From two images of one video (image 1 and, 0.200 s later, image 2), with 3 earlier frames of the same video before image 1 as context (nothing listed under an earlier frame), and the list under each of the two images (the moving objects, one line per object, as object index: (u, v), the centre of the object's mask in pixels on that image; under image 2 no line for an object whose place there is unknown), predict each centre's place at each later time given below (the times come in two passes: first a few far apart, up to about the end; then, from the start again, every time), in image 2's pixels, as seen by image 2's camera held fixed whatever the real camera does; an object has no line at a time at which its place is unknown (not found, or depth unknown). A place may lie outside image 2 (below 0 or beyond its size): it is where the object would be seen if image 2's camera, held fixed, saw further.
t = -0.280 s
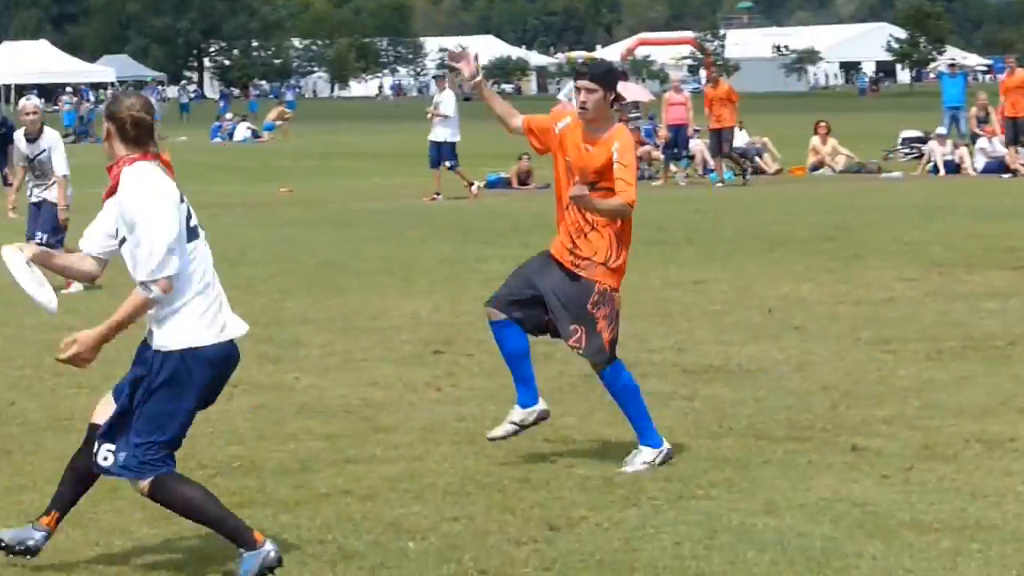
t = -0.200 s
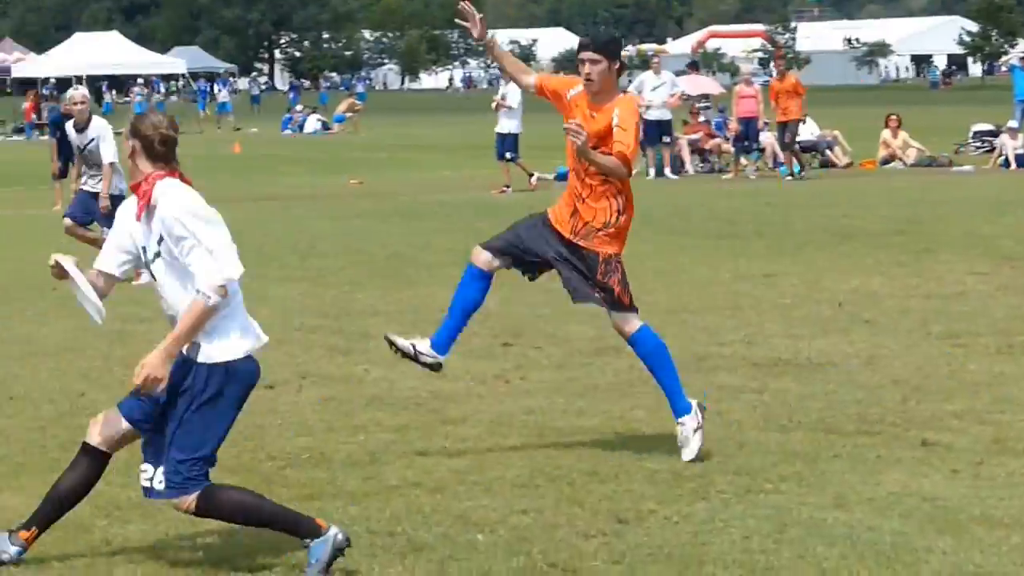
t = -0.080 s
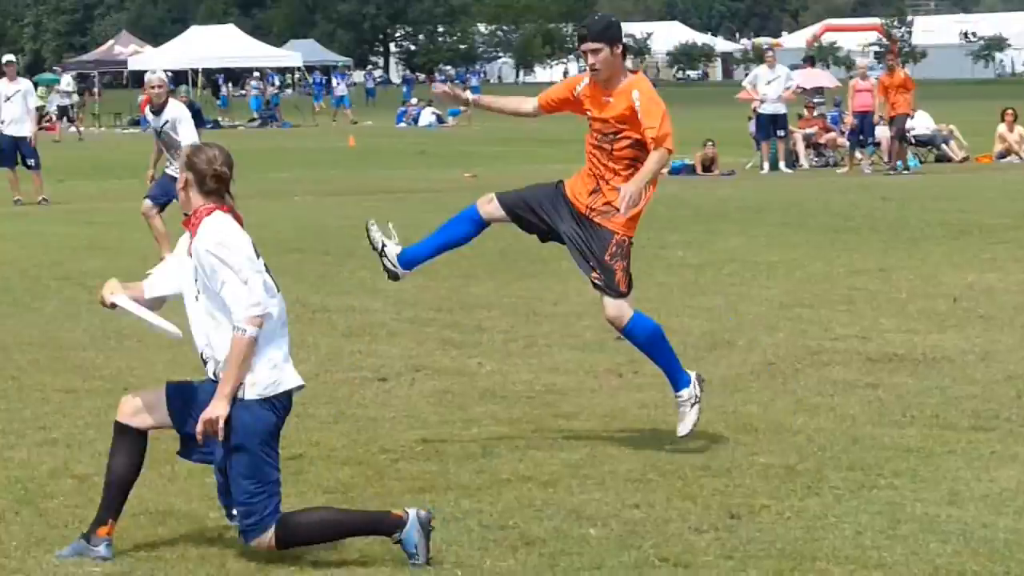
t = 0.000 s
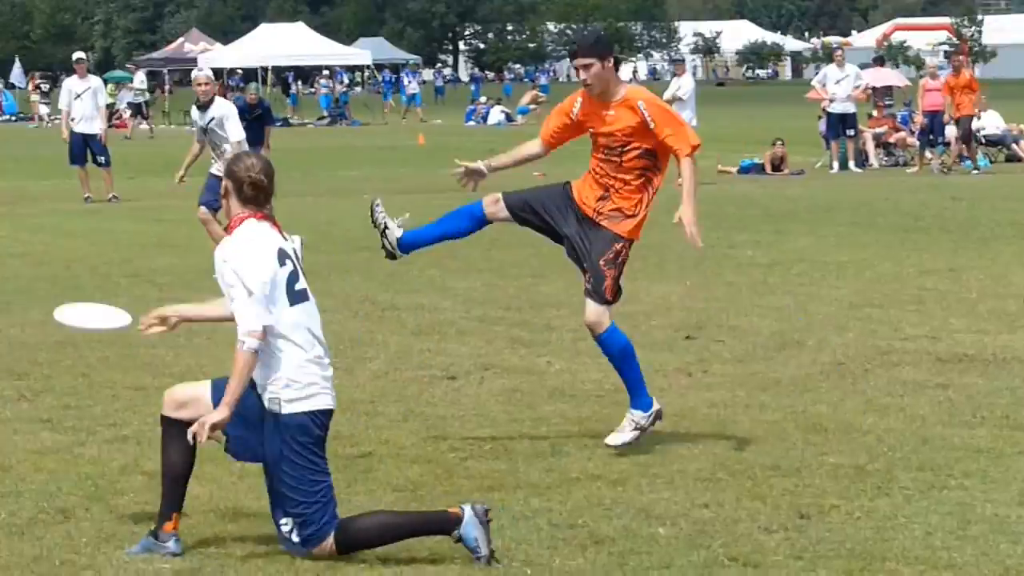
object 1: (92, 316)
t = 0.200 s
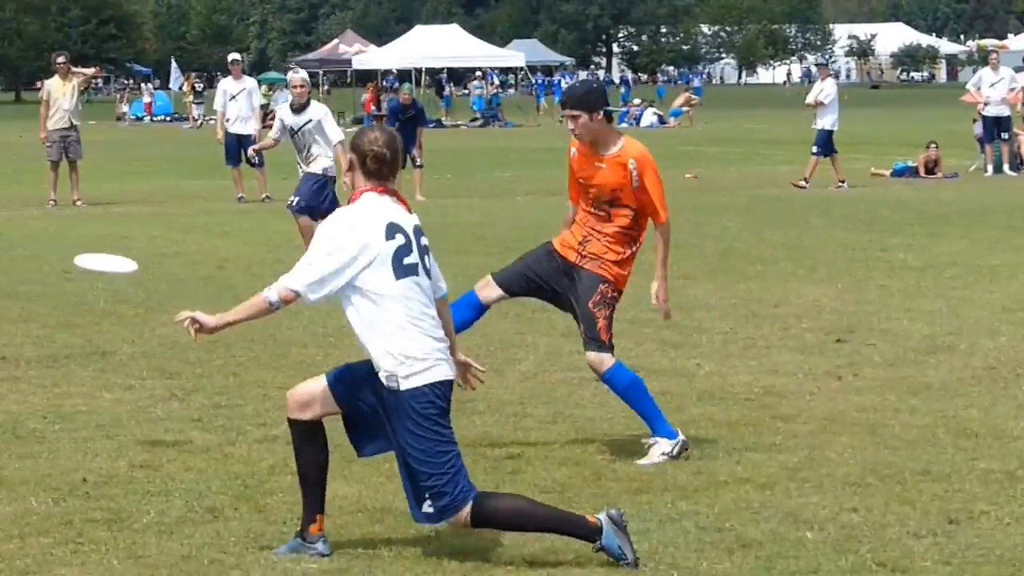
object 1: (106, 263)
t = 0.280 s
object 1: (58, 239)
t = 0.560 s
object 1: (-16, 193)
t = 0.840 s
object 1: (-57, 178)
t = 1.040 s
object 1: (-66, 181)
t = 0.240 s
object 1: (80, 252)
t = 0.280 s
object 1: (58, 239)
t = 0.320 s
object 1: (57, 235)
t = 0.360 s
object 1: (42, 226)
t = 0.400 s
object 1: (27, 217)
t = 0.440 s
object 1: (15, 210)
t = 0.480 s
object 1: (4, 203)
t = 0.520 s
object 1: (-6, 198)
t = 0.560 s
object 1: (-16, 193)
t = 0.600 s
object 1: (-25, 189)
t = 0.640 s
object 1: (-31, 187)
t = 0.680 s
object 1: (-38, 184)
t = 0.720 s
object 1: (-44, 182)
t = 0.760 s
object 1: (-49, 180)
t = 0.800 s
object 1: (-54, 178)
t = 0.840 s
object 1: (-57, 178)
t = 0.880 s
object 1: (-60, 177)
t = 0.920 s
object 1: (-64, 177)
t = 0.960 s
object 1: (-66, 178)
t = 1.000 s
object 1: (-68, 179)
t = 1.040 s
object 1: (-66, 181)
